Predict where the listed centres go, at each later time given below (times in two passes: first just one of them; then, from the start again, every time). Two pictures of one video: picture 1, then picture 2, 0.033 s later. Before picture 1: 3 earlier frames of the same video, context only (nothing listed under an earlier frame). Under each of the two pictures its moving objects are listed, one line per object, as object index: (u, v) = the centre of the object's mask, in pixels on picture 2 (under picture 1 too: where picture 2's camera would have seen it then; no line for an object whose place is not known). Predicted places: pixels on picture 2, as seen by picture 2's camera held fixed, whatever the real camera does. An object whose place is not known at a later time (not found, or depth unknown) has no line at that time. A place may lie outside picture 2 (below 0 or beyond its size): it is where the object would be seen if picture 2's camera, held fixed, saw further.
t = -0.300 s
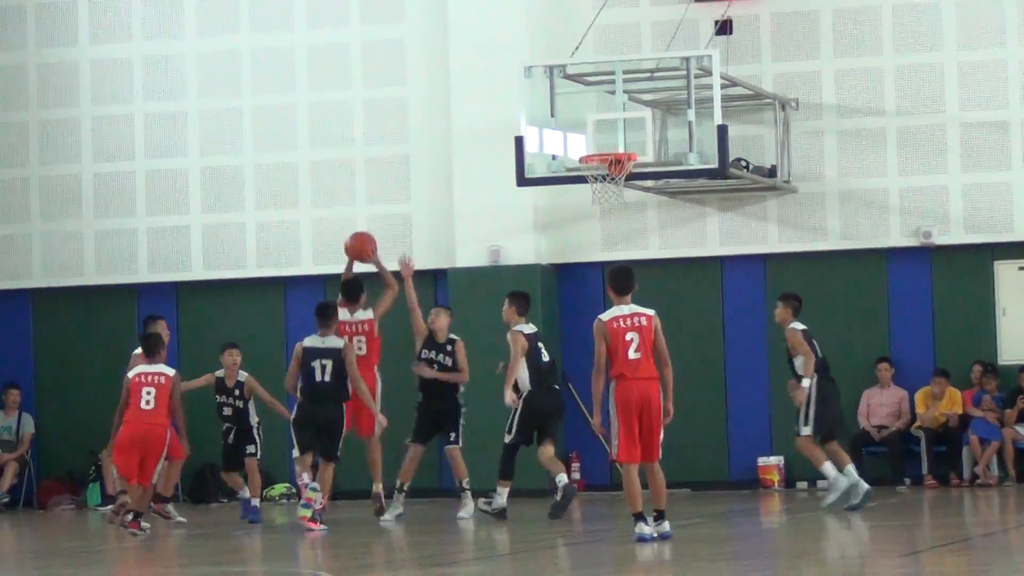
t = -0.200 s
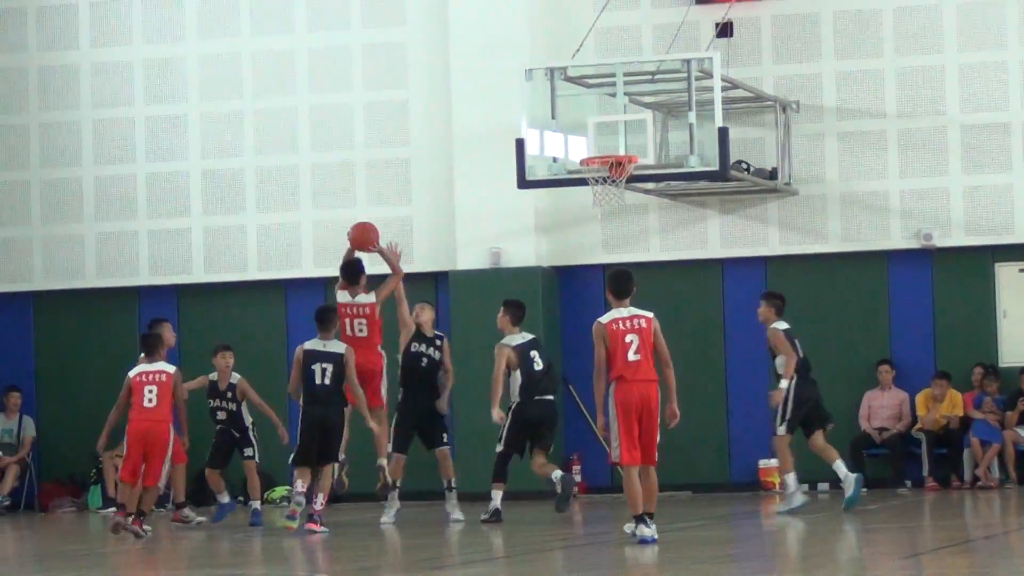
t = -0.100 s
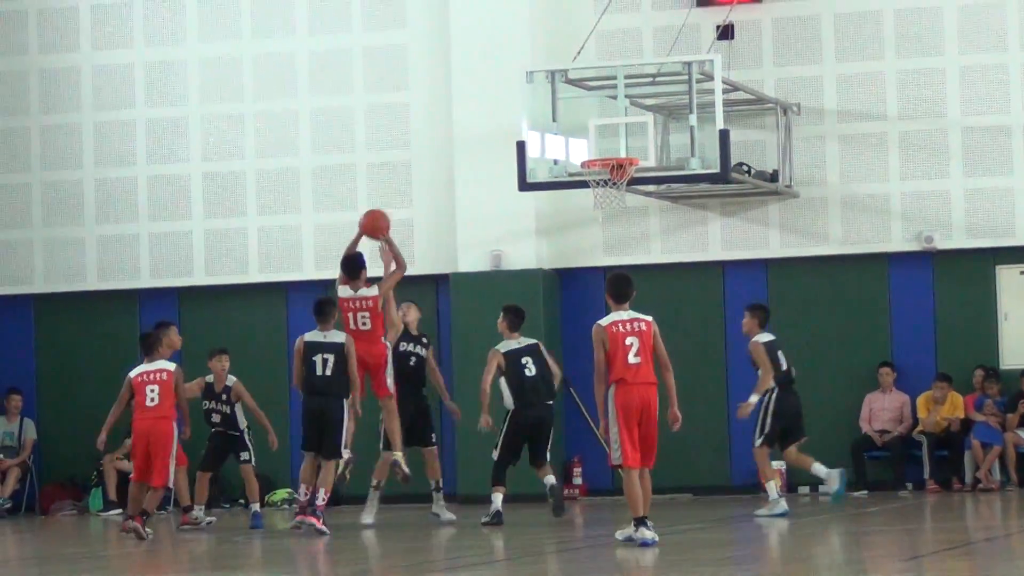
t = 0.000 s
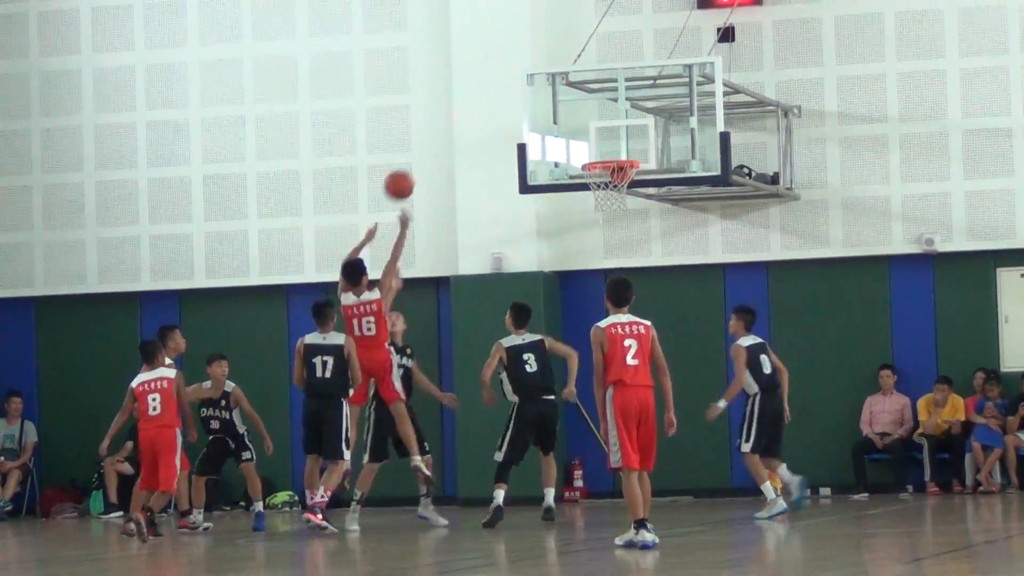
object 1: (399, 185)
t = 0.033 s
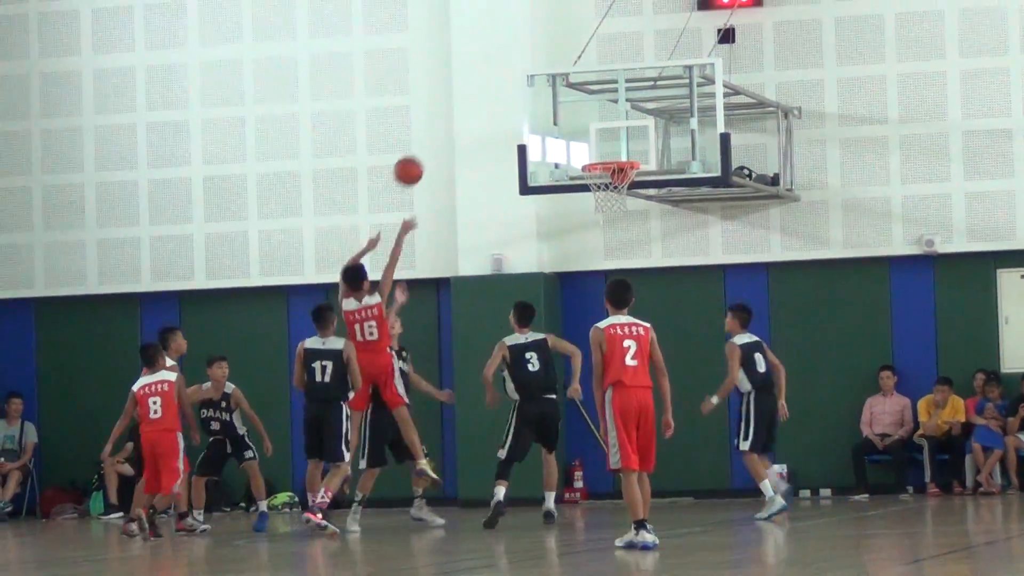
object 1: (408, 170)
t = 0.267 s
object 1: (472, 101)
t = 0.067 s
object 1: (417, 156)
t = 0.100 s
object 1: (427, 143)
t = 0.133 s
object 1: (435, 132)
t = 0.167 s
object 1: (444, 122)
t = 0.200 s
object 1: (453, 114)
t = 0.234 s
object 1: (463, 106)
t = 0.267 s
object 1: (472, 101)
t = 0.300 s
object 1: (480, 97)
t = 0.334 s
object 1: (489, 94)
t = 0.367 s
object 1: (498, 92)
